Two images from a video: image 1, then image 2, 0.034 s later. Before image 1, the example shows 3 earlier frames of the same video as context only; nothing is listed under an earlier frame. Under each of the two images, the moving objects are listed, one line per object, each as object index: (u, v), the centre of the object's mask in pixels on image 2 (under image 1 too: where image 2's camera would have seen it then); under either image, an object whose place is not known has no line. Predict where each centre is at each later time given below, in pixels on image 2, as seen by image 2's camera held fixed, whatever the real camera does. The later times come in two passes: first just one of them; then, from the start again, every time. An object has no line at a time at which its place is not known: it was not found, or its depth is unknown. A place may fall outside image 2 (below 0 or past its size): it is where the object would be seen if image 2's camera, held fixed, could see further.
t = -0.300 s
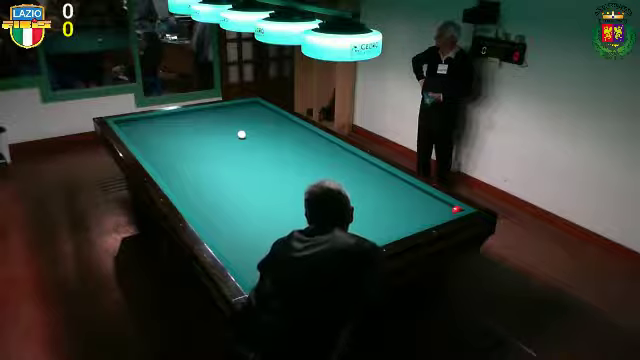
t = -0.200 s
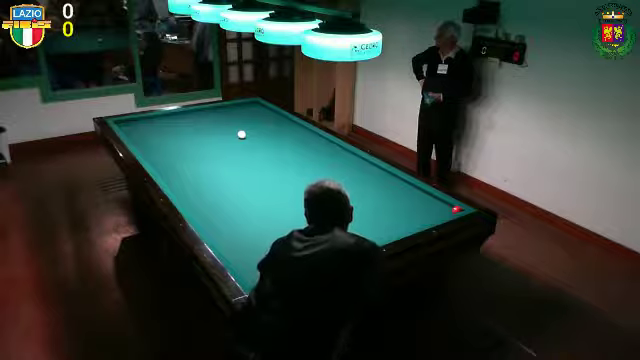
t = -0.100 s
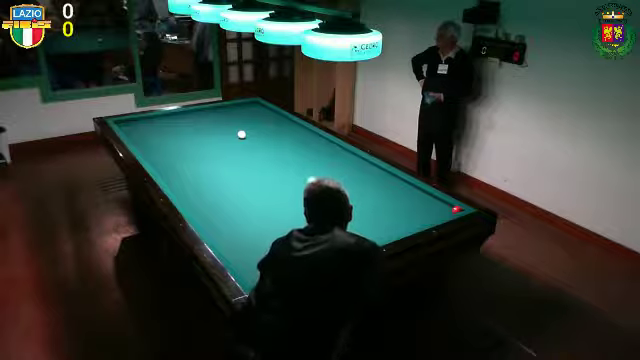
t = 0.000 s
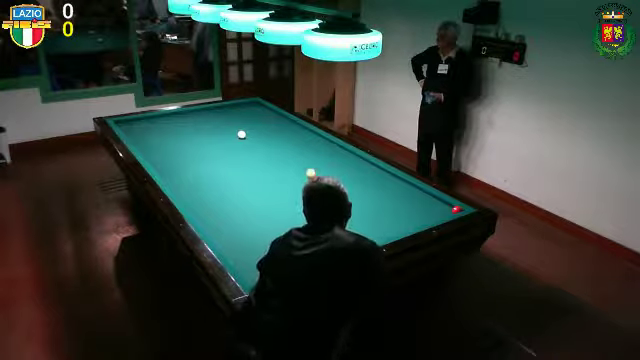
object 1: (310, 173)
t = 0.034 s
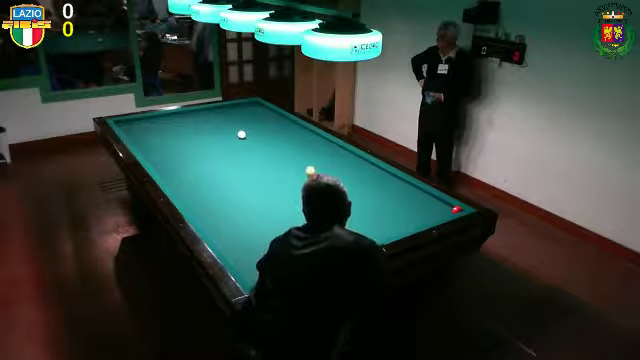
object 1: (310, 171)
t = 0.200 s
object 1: (308, 159)
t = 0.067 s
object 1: (309, 169)
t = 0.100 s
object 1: (309, 166)
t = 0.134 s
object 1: (308, 164)
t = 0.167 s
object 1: (308, 161)
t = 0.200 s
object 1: (308, 159)
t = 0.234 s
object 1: (307, 156)
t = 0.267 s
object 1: (307, 153)
